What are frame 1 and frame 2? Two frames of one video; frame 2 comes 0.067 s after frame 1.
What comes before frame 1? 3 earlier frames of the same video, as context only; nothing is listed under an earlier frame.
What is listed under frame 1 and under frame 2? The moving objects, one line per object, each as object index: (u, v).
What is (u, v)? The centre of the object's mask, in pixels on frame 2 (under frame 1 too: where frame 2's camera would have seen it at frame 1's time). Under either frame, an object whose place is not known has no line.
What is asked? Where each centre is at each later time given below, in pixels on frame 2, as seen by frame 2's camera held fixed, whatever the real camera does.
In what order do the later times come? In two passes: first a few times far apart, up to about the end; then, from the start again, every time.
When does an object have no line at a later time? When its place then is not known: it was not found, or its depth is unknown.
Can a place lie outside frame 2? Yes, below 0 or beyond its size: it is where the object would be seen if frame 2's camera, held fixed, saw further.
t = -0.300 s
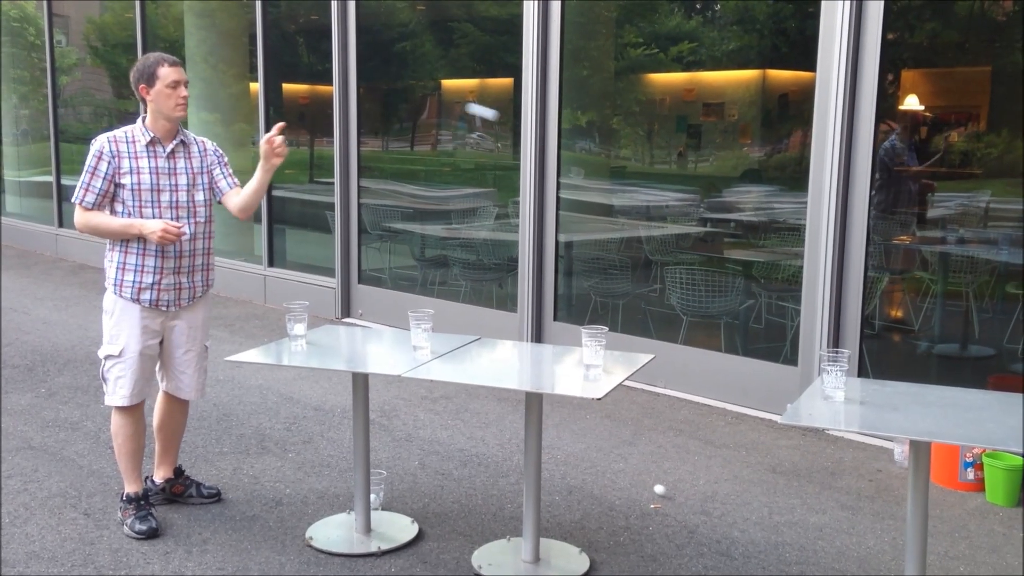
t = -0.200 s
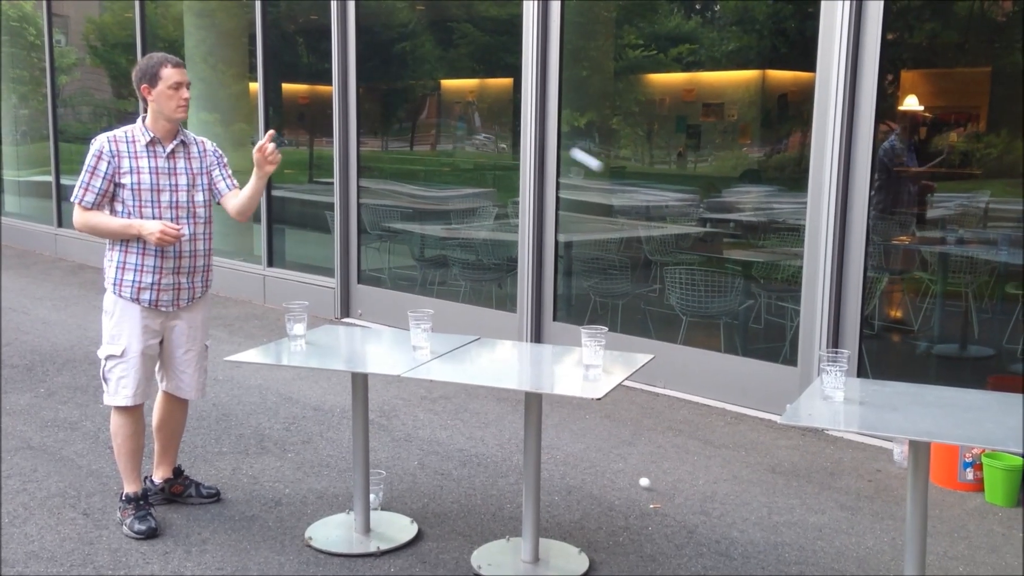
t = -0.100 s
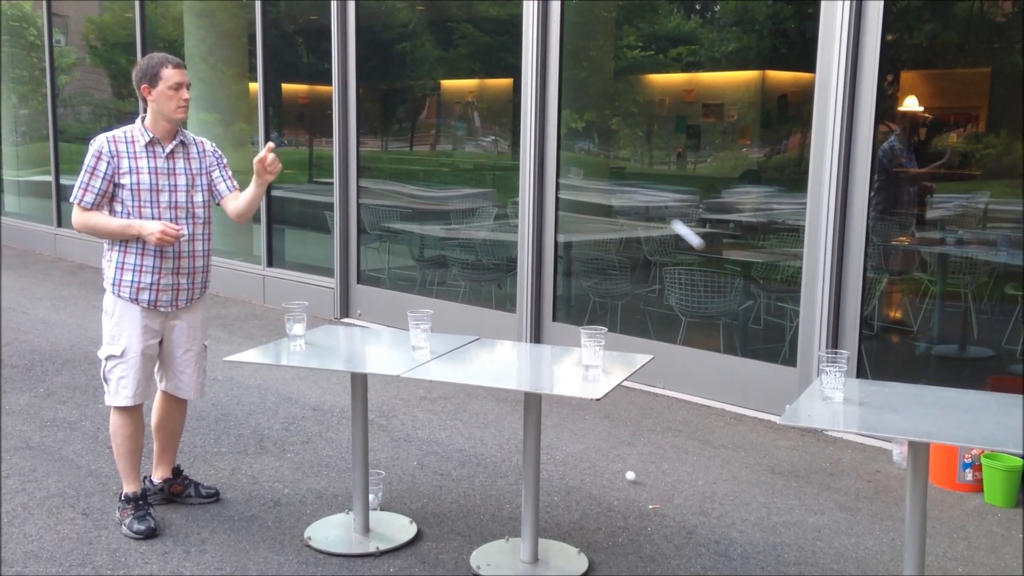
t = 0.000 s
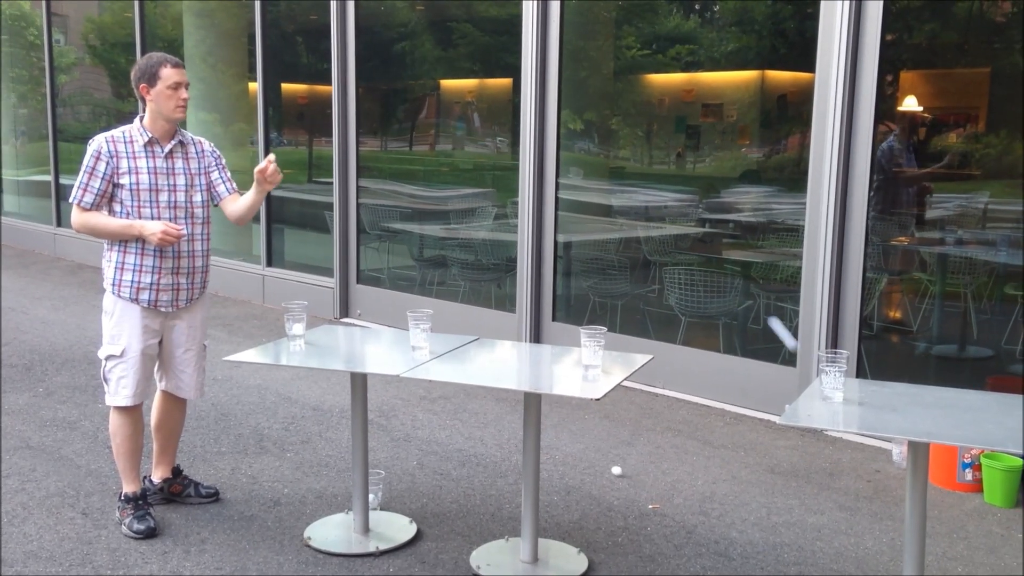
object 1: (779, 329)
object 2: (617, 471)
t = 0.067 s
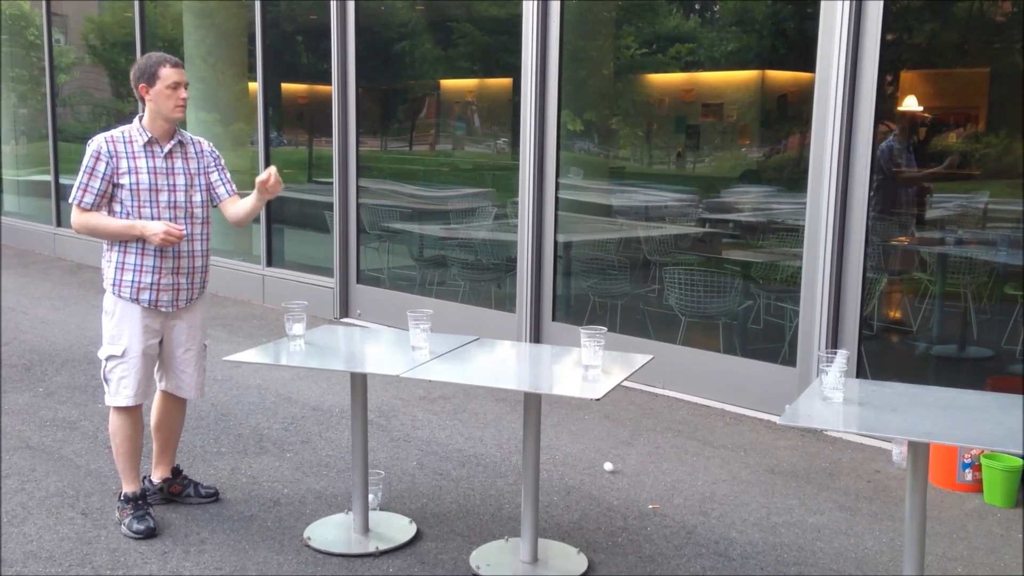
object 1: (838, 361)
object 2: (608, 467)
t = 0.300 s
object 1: (940, 213)
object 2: (580, 453)
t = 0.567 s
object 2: (551, 440)
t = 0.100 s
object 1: (854, 329)
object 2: (604, 465)
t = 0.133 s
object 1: (870, 299)
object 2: (600, 463)
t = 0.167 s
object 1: (886, 273)
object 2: (596, 460)
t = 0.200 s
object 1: (900, 253)
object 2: (592, 458)
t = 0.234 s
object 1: (915, 235)
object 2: (588, 456)
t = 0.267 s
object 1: (928, 222)
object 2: (584, 454)
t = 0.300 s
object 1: (940, 213)
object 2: (580, 453)
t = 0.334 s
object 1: (952, 208)
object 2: (576, 451)
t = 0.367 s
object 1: (963, 206)
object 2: (573, 449)
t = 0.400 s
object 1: (973, 207)
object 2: (569, 447)
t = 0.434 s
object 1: (983, 212)
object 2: (566, 446)
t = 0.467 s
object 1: (992, 221)
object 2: (562, 444)
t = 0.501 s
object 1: (1000, 232)
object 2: (558, 442)
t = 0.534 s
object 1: (1007, 246)
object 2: (555, 441)
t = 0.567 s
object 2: (551, 440)
